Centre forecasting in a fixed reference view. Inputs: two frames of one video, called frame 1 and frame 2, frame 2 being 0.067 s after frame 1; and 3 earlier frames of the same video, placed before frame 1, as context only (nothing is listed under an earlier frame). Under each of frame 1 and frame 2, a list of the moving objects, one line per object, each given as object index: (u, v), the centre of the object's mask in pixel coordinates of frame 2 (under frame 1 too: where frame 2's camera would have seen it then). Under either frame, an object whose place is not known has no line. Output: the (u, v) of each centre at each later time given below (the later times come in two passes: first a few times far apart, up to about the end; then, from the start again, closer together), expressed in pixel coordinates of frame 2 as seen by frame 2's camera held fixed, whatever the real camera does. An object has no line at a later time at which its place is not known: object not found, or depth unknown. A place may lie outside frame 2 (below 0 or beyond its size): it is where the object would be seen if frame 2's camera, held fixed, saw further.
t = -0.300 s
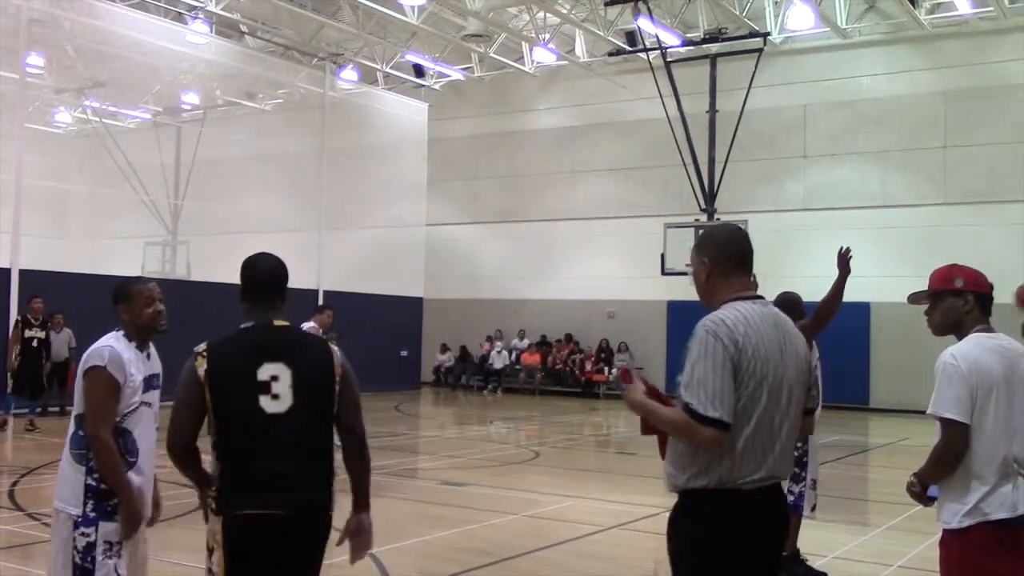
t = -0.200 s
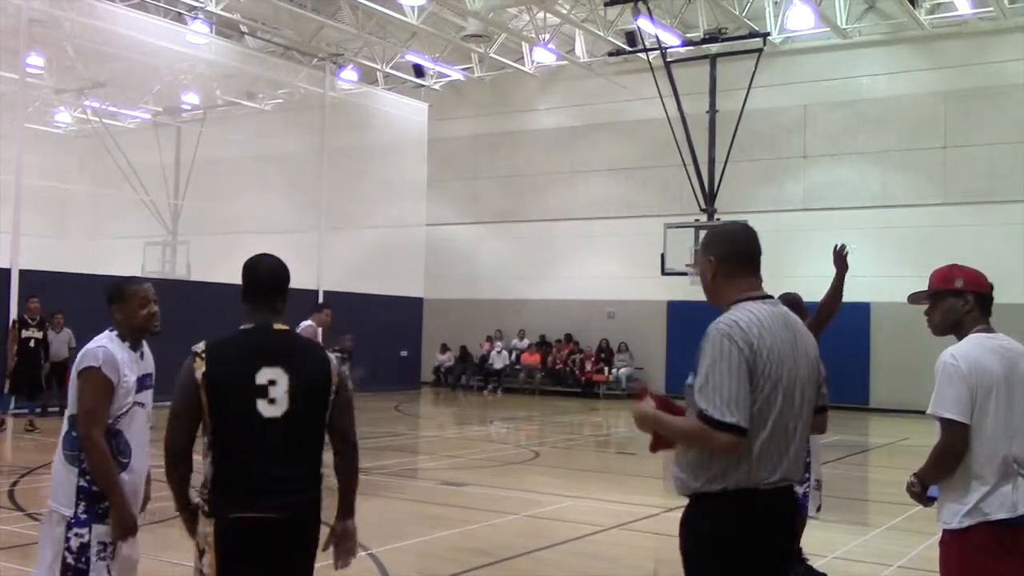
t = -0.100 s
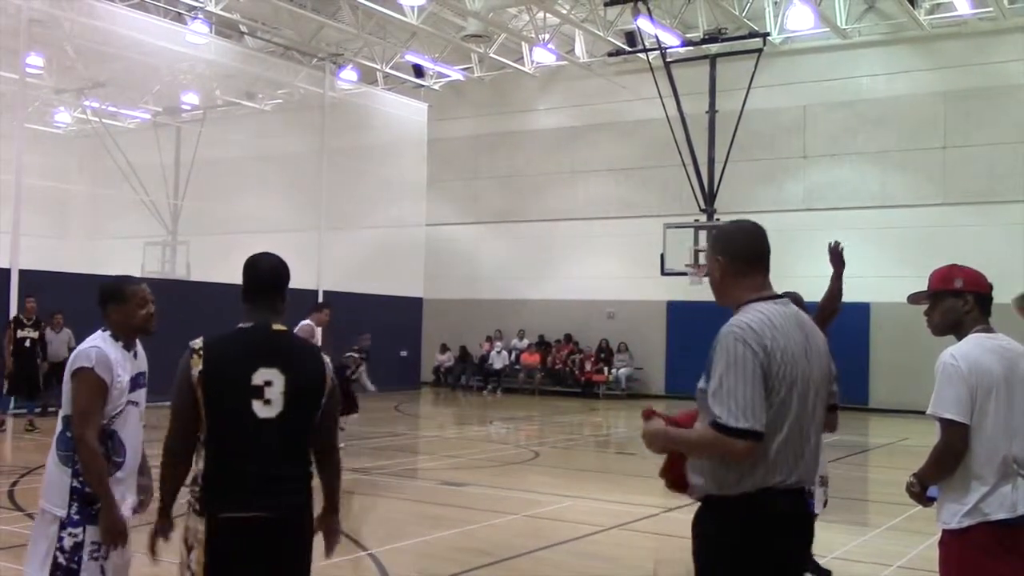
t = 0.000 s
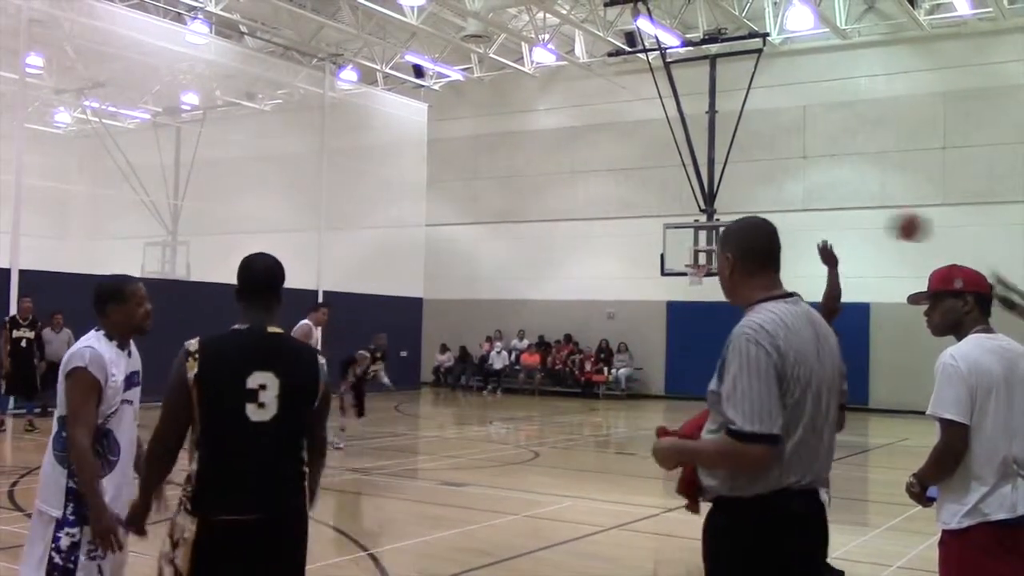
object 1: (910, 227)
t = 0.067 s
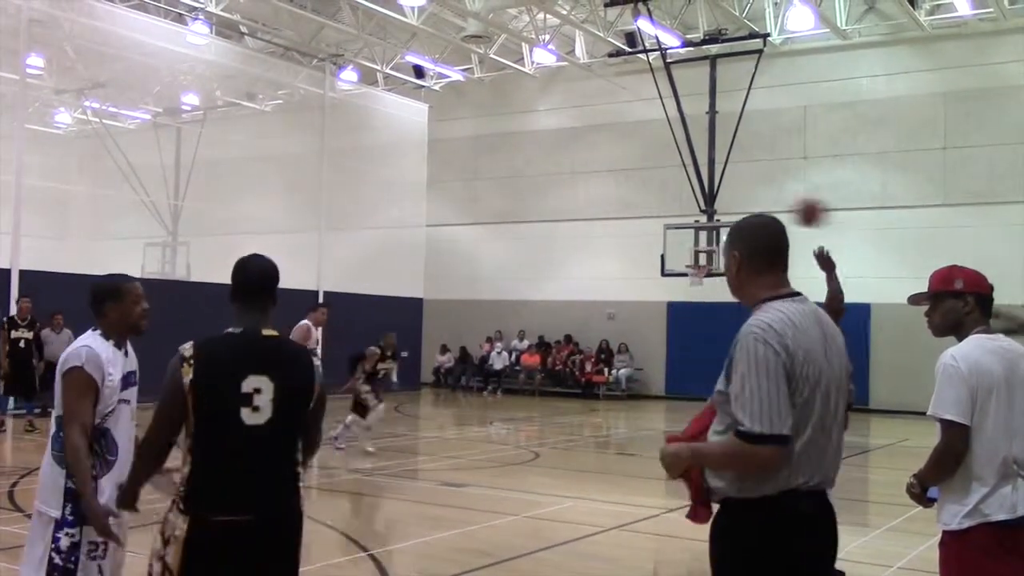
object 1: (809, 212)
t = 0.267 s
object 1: (540, 203)
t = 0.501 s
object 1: (268, 248)
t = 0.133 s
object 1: (715, 204)
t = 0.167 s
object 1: (668, 202)
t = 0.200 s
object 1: (625, 201)
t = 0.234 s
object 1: (582, 201)
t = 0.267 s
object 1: (540, 203)
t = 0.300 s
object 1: (498, 206)
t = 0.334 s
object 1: (456, 210)
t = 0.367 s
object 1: (416, 216)
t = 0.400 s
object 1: (378, 222)
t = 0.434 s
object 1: (340, 230)
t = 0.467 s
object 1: (304, 239)
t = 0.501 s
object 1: (268, 248)
